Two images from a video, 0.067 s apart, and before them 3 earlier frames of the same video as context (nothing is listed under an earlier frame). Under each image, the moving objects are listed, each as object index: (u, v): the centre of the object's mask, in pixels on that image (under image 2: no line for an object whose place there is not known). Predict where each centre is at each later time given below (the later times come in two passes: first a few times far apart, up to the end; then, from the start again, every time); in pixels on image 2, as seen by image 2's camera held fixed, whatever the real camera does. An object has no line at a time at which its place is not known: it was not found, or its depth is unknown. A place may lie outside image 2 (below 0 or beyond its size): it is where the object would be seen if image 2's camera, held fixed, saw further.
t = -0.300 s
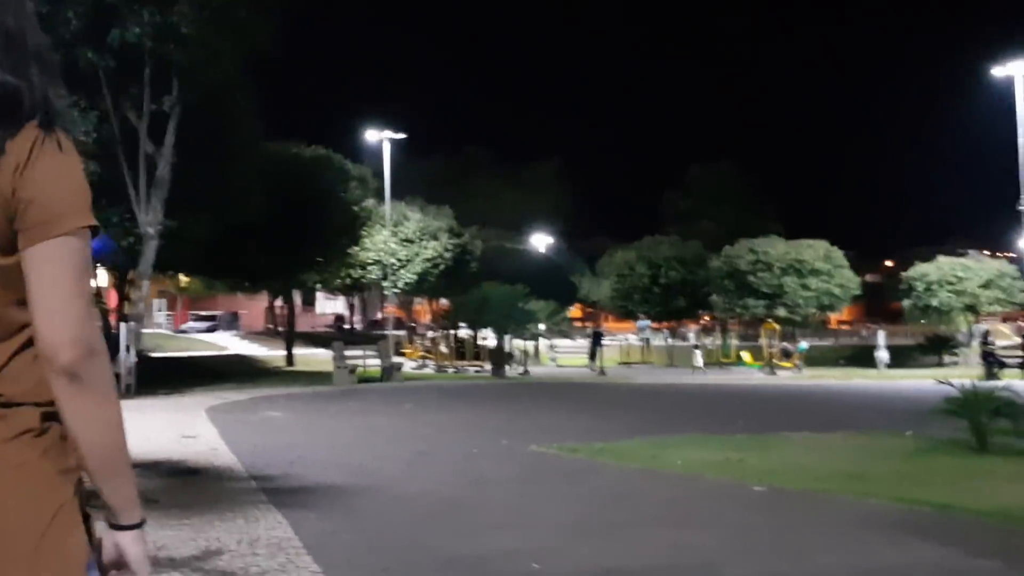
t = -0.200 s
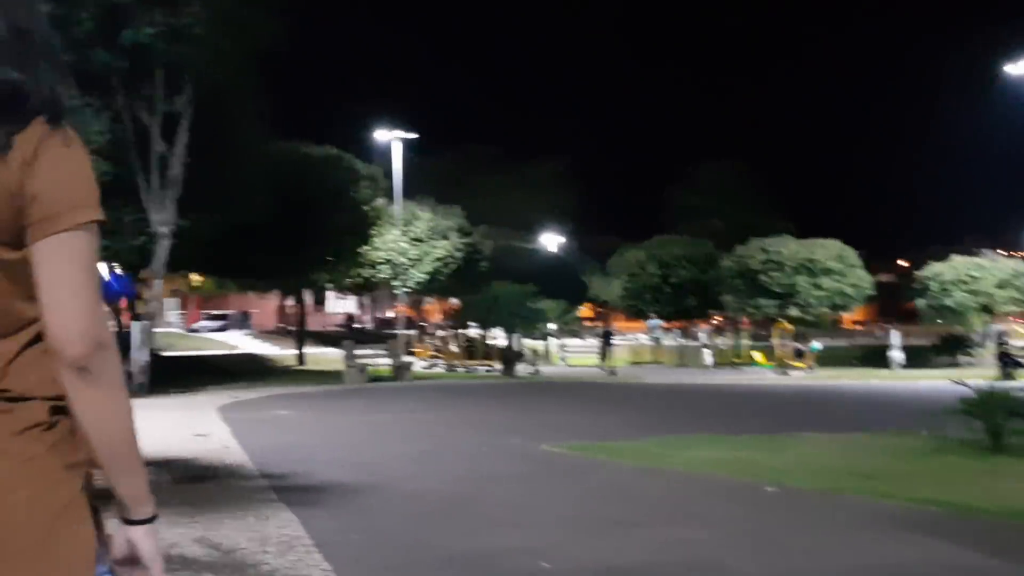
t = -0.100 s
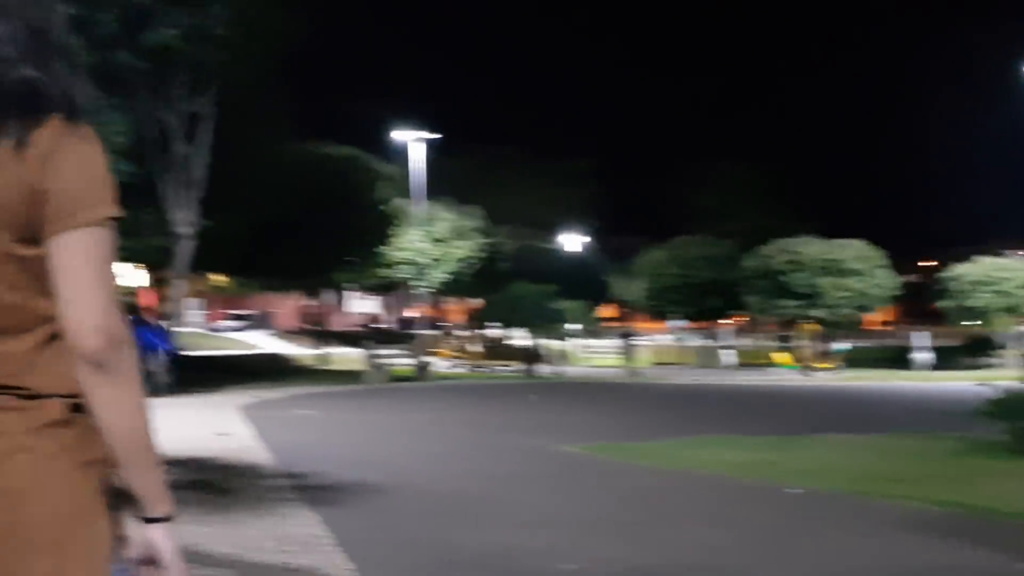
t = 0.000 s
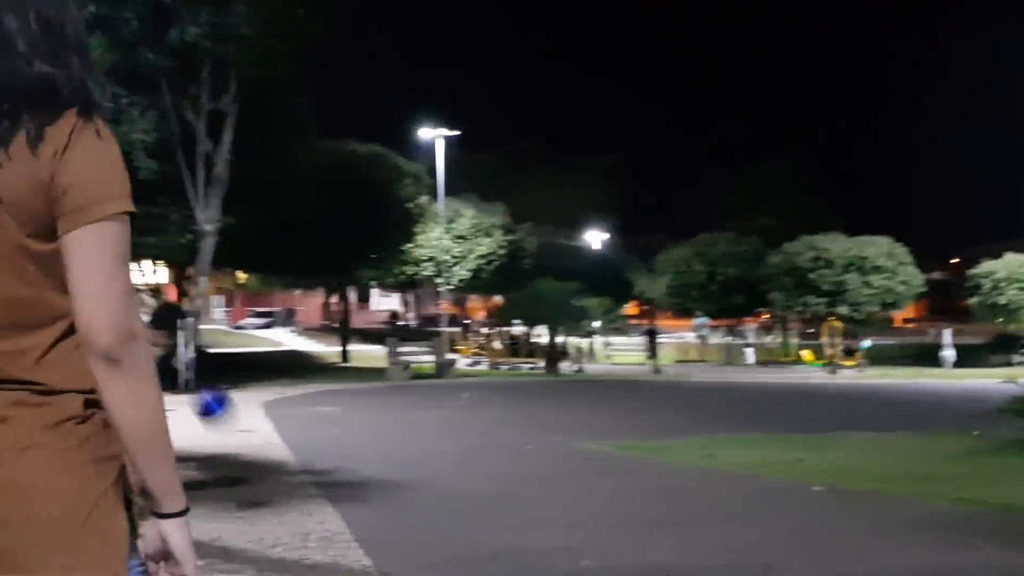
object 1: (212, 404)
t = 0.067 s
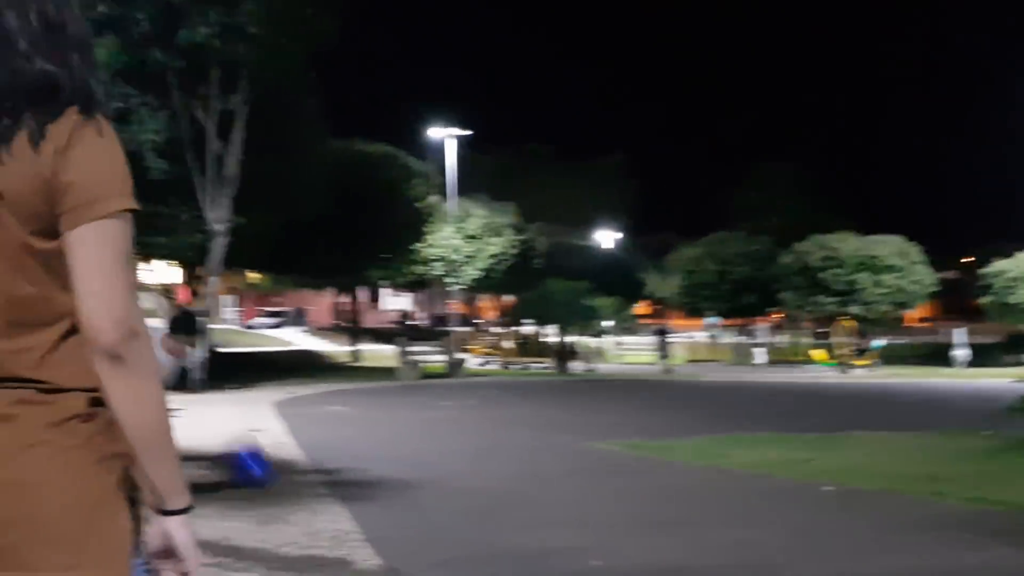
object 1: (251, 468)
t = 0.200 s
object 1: (295, 489)
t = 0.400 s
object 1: (351, 406)
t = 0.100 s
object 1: (261, 495)
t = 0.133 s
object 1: (275, 524)
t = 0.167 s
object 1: (286, 508)
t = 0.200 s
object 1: (295, 489)
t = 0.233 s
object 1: (307, 468)
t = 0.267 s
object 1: (315, 451)
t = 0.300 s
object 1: (323, 435)
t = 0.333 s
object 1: (332, 424)
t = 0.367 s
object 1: (341, 414)
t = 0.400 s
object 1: (351, 406)
